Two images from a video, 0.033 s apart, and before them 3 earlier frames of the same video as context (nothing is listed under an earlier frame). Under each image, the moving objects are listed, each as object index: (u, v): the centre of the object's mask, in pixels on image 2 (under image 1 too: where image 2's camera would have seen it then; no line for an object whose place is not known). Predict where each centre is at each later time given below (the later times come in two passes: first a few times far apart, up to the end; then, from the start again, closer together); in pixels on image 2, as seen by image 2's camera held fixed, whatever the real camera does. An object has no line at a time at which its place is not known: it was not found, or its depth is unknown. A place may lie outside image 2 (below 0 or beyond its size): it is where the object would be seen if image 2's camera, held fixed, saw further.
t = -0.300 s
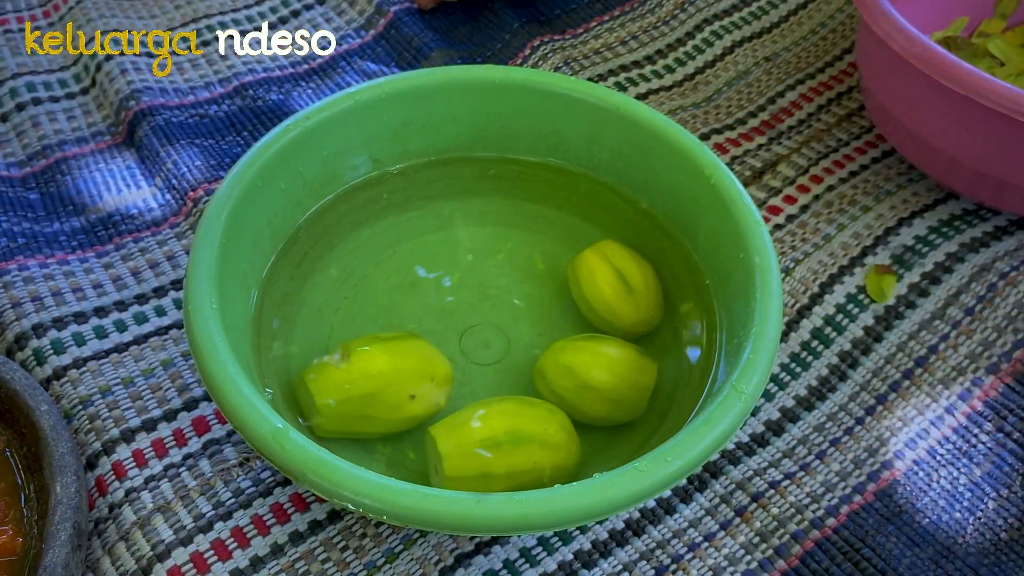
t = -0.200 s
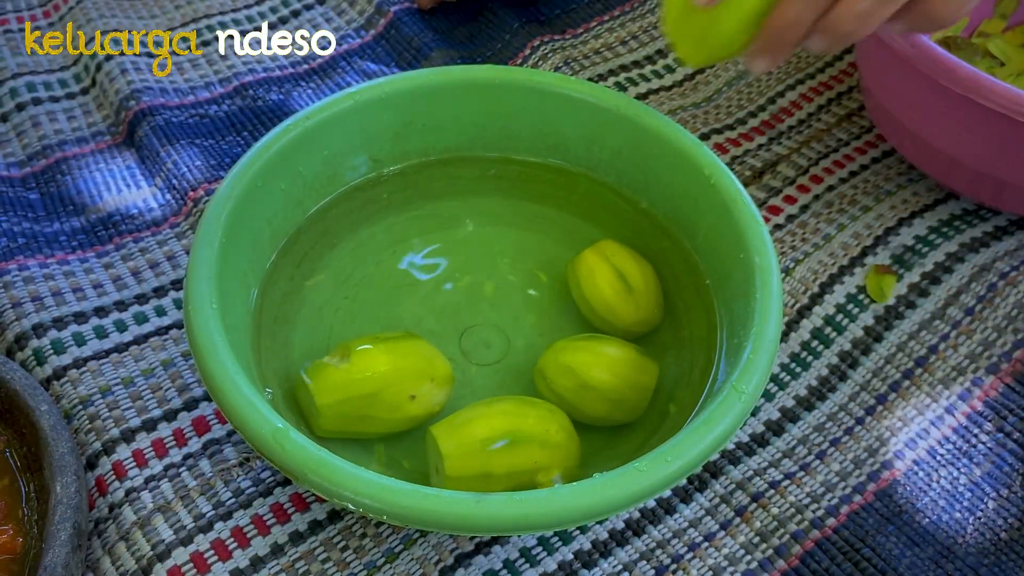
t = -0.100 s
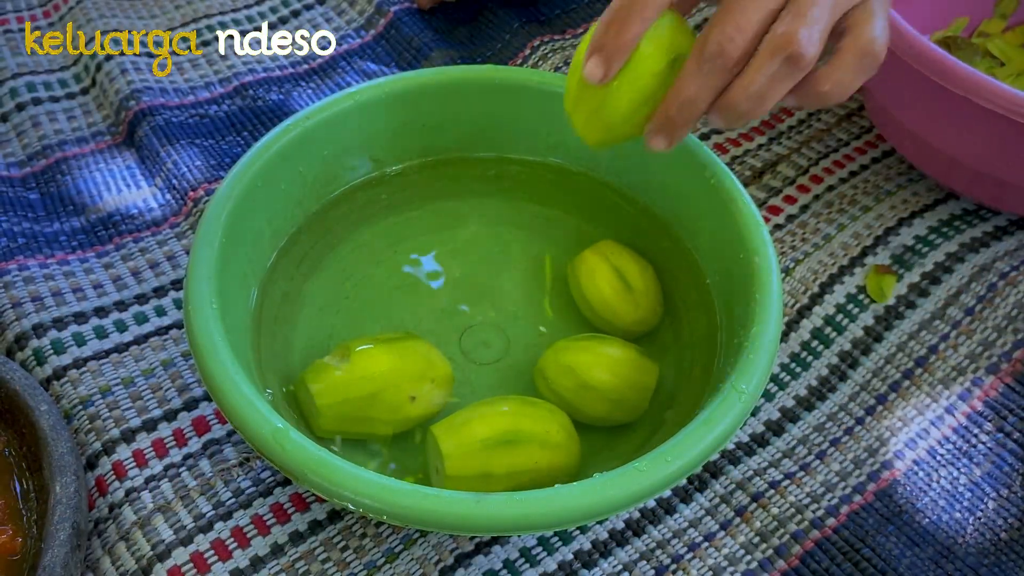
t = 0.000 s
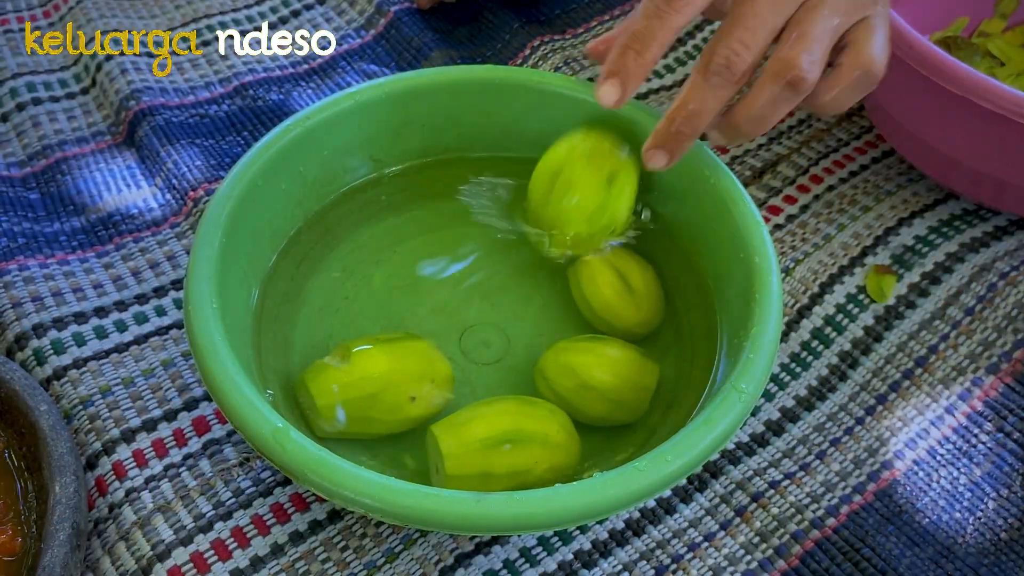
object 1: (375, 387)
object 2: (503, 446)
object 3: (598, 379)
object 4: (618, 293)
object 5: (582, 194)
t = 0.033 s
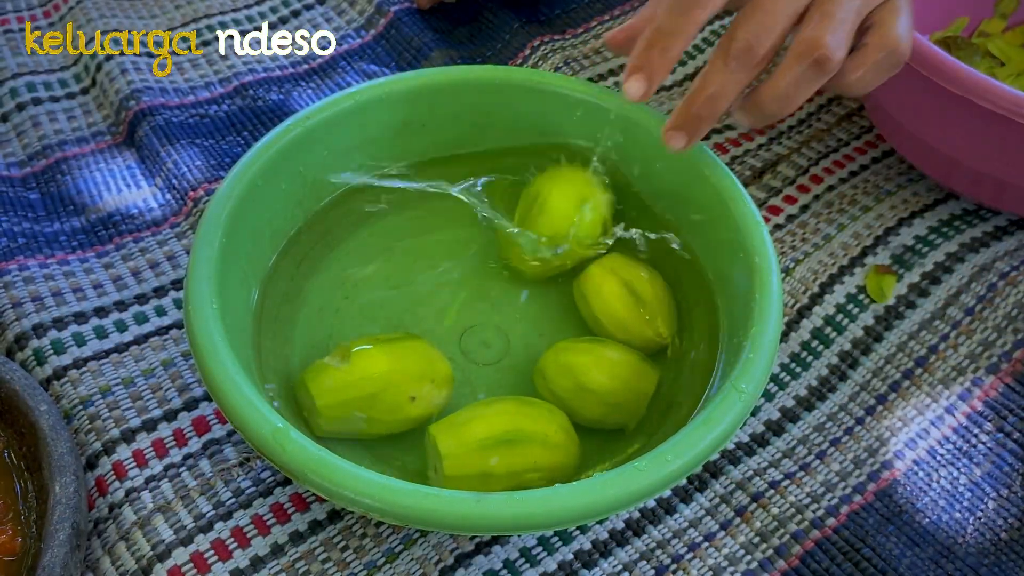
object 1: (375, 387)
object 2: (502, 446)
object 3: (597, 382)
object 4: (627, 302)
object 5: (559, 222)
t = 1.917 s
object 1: (376, 385)
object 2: (479, 446)
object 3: (593, 379)
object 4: (589, 281)
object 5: (400, 285)
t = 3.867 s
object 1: (373, 388)
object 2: (469, 446)
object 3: (602, 394)
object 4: (545, 302)
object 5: (416, 281)
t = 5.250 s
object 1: (371, 387)
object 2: (469, 446)
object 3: (604, 394)
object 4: (525, 316)
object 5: (415, 281)
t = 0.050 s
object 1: (375, 387)
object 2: (502, 447)
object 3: (596, 383)
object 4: (630, 306)
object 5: (550, 228)
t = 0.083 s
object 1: (375, 386)
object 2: (500, 446)
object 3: (595, 387)
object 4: (631, 311)
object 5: (528, 238)
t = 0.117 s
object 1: (374, 386)
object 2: (498, 447)
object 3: (595, 388)
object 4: (632, 314)
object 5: (508, 245)
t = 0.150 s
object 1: (374, 386)
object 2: (496, 447)
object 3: (595, 389)
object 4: (632, 314)
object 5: (491, 252)
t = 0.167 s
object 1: (374, 386)
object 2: (496, 447)
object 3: (596, 390)
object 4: (631, 314)
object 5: (483, 256)
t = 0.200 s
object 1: (375, 387)
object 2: (495, 447)
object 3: (598, 392)
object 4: (633, 314)
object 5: (470, 263)
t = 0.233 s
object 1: (375, 388)
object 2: (493, 446)
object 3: (599, 392)
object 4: (634, 313)
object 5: (458, 266)
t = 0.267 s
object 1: (376, 387)
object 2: (493, 446)
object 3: (600, 391)
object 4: (632, 311)
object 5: (452, 269)
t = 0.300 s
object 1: (377, 389)
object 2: (492, 446)
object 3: (601, 388)
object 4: (631, 306)
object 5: (448, 271)
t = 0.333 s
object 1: (380, 390)
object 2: (493, 446)
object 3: (603, 387)
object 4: (630, 304)
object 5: (446, 271)
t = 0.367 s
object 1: (382, 391)
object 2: (494, 446)
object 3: (605, 387)
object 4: (631, 302)
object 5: (444, 269)
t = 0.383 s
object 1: (382, 390)
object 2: (495, 446)
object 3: (605, 387)
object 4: (632, 301)
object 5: (441, 268)
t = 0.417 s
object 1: (387, 384)
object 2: (497, 446)
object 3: (606, 385)
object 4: (632, 299)
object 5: (438, 265)
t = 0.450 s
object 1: (389, 384)
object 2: (499, 445)
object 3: (607, 384)
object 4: (634, 298)
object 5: (435, 265)
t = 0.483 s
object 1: (388, 385)
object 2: (500, 444)
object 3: (608, 384)
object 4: (633, 296)
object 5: (433, 261)
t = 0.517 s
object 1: (389, 386)
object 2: (503, 443)
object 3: (610, 384)
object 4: (631, 295)
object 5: (429, 262)
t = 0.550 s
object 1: (390, 383)
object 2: (503, 442)
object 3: (610, 382)
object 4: (631, 294)
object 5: (426, 263)
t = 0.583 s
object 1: (390, 381)
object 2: (502, 443)
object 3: (608, 381)
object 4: (631, 294)
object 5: (421, 262)
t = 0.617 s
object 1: (388, 382)
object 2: (501, 444)
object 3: (607, 382)
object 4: (630, 295)
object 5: (417, 263)
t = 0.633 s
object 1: (386, 382)
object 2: (501, 445)
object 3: (606, 383)
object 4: (629, 296)
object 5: (415, 263)
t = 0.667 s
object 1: (384, 383)
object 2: (498, 445)
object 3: (604, 384)
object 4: (625, 297)
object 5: (413, 263)
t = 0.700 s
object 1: (381, 383)
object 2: (493, 446)
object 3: (602, 384)
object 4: (623, 299)
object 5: (412, 264)
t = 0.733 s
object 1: (379, 384)
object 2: (489, 447)
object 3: (599, 384)
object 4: (623, 301)
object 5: (411, 266)
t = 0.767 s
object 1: (379, 386)
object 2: (486, 446)
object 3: (596, 384)
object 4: (622, 302)
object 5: (410, 267)
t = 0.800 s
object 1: (380, 387)
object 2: (486, 447)
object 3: (594, 384)
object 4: (622, 300)
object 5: (406, 270)
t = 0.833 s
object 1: (382, 391)
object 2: (488, 447)
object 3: (593, 384)
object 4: (621, 300)
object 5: (404, 271)
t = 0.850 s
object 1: (379, 388)
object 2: (489, 447)
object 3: (593, 383)
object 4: (621, 300)
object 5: (403, 271)
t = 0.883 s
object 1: (380, 387)
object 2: (489, 447)
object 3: (594, 384)
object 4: (623, 300)
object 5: (403, 270)
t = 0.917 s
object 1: (375, 385)
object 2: (493, 448)
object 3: (594, 383)
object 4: (622, 298)
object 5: (405, 269)
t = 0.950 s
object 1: (378, 386)
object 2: (491, 446)
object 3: (594, 381)
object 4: (624, 297)
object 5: (404, 270)
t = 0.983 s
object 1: (377, 388)
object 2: (493, 446)
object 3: (594, 380)
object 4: (625, 295)
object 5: (405, 272)
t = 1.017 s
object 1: (378, 387)
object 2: (493, 446)
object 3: (596, 377)
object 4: (626, 294)
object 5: (406, 271)
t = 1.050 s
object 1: (377, 385)
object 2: (494, 447)
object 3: (597, 378)
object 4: (627, 291)
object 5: (407, 271)
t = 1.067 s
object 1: (376, 385)
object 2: (494, 447)
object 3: (596, 377)
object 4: (627, 290)
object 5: (408, 271)
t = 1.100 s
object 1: (375, 385)
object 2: (494, 445)
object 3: (595, 376)
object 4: (628, 287)
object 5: (408, 270)
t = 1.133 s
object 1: (376, 387)
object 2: (493, 445)
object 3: (595, 375)
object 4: (627, 286)
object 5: (407, 271)
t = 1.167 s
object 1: (378, 388)
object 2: (492, 445)
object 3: (595, 376)
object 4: (628, 286)
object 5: (407, 271)
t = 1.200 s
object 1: (378, 389)
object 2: (490, 445)
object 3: (595, 377)
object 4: (627, 285)
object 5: (407, 273)
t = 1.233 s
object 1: (377, 388)
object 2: (488, 446)
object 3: (591, 377)
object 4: (624, 288)
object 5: (406, 274)
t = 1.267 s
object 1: (376, 388)
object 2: (487, 447)
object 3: (590, 376)
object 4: (622, 288)
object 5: (404, 274)
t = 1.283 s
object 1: (375, 388)
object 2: (487, 447)
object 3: (589, 377)
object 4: (621, 289)
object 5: (403, 274)
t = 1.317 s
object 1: (374, 390)
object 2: (487, 448)
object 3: (589, 377)
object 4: (620, 292)
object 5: (402, 274)
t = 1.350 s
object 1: (374, 392)
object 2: (489, 447)
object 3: (589, 378)
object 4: (620, 295)
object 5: (400, 276)
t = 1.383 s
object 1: (375, 390)
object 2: (488, 448)
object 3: (589, 381)
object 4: (617, 296)
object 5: (398, 277)
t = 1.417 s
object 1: (374, 390)
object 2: (487, 448)
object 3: (589, 383)
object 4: (615, 294)
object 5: (398, 278)
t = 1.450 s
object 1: (374, 389)
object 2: (485, 448)
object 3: (589, 381)
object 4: (614, 293)
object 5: (396, 279)
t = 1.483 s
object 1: (375, 389)
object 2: (484, 448)
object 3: (590, 380)
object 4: (613, 293)
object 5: (395, 280)
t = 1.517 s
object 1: (378, 387)
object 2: (484, 448)
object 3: (591, 380)
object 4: (613, 293)
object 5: (396, 280)
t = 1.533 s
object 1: (378, 386)
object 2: (483, 447)
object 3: (591, 380)
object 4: (611, 292)
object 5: (395, 281)
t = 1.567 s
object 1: (379, 386)
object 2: (484, 447)
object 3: (590, 380)
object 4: (609, 291)
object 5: (397, 281)
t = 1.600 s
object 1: (380, 385)
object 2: (484, 447)
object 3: (591, 380)
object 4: (606, 286)
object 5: (399, 282)
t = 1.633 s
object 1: (381, 384)
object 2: (484, 447)
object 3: (591, 378)
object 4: (605, 284)
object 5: (400, 282)
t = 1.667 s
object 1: (381, 384)
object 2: (484, 446)
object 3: (593, 377)
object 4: (603, 283)
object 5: (402, 282)
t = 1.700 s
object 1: (381, 384)
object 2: (485, 446)
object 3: (593, 377)
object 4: (601, 283)
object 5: (403, 282)
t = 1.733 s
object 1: (380, 385)
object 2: (485, 446)
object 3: (593, 376)
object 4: (598, 282)
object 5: (404, 283)
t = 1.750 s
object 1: (381, 385)
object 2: (484, 445)
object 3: (593, 376)
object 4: (597, 281)
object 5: (405, 283)
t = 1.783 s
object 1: (380, 384)
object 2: (484, 446)
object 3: (594, 378)
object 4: (596, 280)
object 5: (404, 284)
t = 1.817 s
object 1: (379, 383)
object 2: (482, 446)
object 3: (592, 376)
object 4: (594, 280)
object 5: (402, 285)
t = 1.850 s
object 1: (378, 383)
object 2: (481, 446)
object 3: (593, 377)
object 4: (593, 280)
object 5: (401, 285)
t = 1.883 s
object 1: (377, 384)
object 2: (480, 446)
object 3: (593, 378)
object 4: (592, 281)
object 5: (400, 285)
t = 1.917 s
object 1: (376, 385)
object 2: (479, 446)
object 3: (593, 379)
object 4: (589, 281)
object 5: (400, 285)
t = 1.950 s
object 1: (374, 386)
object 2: (478, 446)
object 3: (592, 380)
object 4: (588, 282)
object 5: (400, 286)
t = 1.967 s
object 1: (373, 387)
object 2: (477, 445)
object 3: (592, 380)
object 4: (587, 282)
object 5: (400, 286)
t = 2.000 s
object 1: (373, 389)
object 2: (477, 445)
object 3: (591, 381)
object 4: (586, 281)
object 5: (399, 287)
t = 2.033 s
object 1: (372, 391)
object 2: (477, 444)
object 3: (591, 381)
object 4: (586, 281)
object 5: (401, 288)
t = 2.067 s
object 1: (373, 390)
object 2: (476, 445)
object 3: (590, 381)
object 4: (585, 281)
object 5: (399, 283)
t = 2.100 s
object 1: (374, 391)
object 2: (475, 445)
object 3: (591, 382)
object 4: (582, 280)
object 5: (402, 287)
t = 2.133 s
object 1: (375, 391)
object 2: (476, 445)
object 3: (592, 383)
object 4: (581, 280)
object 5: (402, 288)
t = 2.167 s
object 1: (377, 390)
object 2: (477, 444)
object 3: (593, 383)
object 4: (581, 281)
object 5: (404, 287)
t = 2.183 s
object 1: (378, 389)
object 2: (478, 443)
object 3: (593, 383)
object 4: (581, 281)
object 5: (403, 286)
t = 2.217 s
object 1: (380, 389)
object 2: (476, 443)
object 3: (594, 382)
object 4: (581, 281)
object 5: (403, 285)
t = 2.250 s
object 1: (379, 389)
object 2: (477, 444)
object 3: (595, 382)
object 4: (580, 280)
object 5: (404, 286)
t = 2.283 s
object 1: (380, 390)
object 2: (476, 444)
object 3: (596, 382)
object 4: (580, 280)
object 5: (405, 284)
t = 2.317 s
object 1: (380, 389)
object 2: (475, 444)
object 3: (596, 383)
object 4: (580, 280)
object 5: (405, 284)
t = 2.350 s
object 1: (379, 389)
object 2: (474, 445)
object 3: (597, 383)
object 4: (579, 281)
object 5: (404, 283)
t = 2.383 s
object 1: (379, 389)
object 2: (475, 444)
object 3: (597, 383)
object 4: (578, 281)
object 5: (405, 283)
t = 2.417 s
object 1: (379, 388)
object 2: (475, 444)
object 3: (601, 386)
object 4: (576, 281)
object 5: (406, 283)
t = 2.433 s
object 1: (378, 388)
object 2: (475, 444)
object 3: (600, 387)
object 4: (576, 282)
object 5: (406, 283)
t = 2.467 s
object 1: (377, 388)
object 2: (474, 444)
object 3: (598, 384)
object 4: (575, 282)
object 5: (407, 283)
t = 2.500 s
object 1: (376, 390)
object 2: (473, 445)
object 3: (598, 385)
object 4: (574, 283)
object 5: (407, 283)
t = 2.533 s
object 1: (375, 390)
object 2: (472, 445)
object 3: (597, 386)
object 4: (573, 286)
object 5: (407, 282)
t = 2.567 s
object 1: (375, 391)
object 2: (472, 445)
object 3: (597, 387)
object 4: (571, 287)
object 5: (407, 282)
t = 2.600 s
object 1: (375, 392)
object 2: (472, 446)
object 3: (599, 388)
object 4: (570, 288)
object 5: (407, 282)
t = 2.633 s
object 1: (374, 392)
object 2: (474, 446)
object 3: (599, 389)
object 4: (569, 289)
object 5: (406, 282)
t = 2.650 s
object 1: (374, 392)
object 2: (475, 446)
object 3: (599, 389)
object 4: (568, 289)
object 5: (405, 281)
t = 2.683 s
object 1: (374, 391)
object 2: (475, 446)
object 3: (600, 389)
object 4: (567, 291)
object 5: (406, 281)
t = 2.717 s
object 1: (374, 389)
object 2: (475, 446)
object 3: (601, 390)
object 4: (567, 292)
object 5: (407, 280)
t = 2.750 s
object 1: (373, 391)
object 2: (475, 445)
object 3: (602, 390)
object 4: (566, 292)
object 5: (407, 282)
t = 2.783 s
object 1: (373, 391)
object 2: (474, 447)
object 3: (603, 390)
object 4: (566, 292)
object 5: (407, 282)
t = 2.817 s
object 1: (374, 391)
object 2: (475, 447)
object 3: (604, 392)
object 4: (566, 292)
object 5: (408, 281)
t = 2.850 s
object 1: (375, 390)
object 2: (475, 447)
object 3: (604, 390)
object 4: (565, 293)
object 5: (409, 280)
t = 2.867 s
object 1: (375, 390)
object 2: (476, 447)
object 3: (604, 391)
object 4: (565, 293)
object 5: (410, 280)
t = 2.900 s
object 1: (375, 389)
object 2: (477, 448)
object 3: (604, 391)
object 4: (565, 293)
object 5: (411, 280)
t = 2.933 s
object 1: (376, 389)
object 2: (476, 448)
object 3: (605, 391)
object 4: (564, 293)
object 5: (412, 280)
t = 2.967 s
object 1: (377, 389)
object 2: (476, 448)
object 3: (605, 387)
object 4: (564, 293)
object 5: (413, 280)
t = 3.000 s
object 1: (377, 390)
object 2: (477, 448)
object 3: (603, 388)
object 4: (563, 293)
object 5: (412, 279)
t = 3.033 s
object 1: (377, 390)
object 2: (477, 448)
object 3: (605, 393)
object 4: (562, 293)
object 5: (412, 279)
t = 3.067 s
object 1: (377, 390)
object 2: (477, 448)
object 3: (604, 392)
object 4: (561, 293)
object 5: (411, 278)
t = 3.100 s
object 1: (375, 391)
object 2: (478, 448)
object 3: (603, 391)
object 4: (561, 294)
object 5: (411, 280)
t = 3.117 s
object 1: (375, 391)
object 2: (477, 448)
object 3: (603, 391)
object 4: (561, 294)
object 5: (411, 280)
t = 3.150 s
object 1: (375, 391)
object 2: (477, 447)
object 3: (603, 391)
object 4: (560, 295)
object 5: (411, 280)
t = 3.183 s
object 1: (374, 391)
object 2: (478, 448)
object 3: (603, 392)
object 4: (559, 296)
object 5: (410, 279)
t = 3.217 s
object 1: (374, 391)
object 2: (475, 448)
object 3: (602, 392)
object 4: (558, 296)
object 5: (410, 280)
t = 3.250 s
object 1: (373, 391)
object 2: (475, 448)
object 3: (602, 394)
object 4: (558, 296)
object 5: (410, 280)
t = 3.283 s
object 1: (374, 391)
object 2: (474, 448)
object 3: (601, 393)
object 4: (557, 297)
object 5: (409, 280)
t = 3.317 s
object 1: (374, 392)
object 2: (474, 448)
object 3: (601, 394)
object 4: (556, 297)
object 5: (410, 280)
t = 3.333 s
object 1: (374, 392)
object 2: (474, 448)
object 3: (601, 394)
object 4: (556, 297)
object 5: (410, 280)
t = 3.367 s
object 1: (374, 391)
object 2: (475, 448)
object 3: (601, 394)
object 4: (556, 297)
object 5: (410, 281)
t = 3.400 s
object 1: (374, 391)
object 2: (474, 447)
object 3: (601, 394)
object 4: (555, 297)
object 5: (411, 281)
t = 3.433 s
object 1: (376, 390)
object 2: (475, 447)
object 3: (602, 394)
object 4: (555, 297)
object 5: (412, 281)
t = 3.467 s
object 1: (376, 391)
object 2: (475, 447)
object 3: (602, 394)
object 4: (554, 297)
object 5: (412, 281)
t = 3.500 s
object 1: (376, 391)
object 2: (474, 447)
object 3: (602, 393)
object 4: (554, 298)
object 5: (413, 281)
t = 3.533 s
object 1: (376, 391)
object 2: (473, 447)
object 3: (602, 393)
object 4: (553, 298)
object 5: (413, 280)
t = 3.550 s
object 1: (376, 390)
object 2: (473, 447)
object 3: (602, 393)
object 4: (553, 298)
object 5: (414, 280)
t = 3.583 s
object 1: (376, 389)
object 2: (473, 446)
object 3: (603, 393)
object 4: (552, 298)
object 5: (414, 280)
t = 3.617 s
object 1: (375, 388)
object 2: (472, 446)
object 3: (603, 393)
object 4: (552, 298)
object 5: (414, 280)
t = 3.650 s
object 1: (375, 388)
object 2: (472, 446)
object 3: (604, 393)
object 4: (551, 298)
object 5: (415, 280)
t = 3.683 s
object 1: (375, 388)
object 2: (471, 446)
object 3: (604, 394)
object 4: (550, 299)
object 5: (415, 280)
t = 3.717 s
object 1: (374, 387)
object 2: (470, 446)
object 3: (603, 394)
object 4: (550, 300)
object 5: (415, 280)
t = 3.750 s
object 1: (373, 388)
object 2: (470, 446)
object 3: (603, 395)
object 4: (548, 300)
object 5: (415, 280)
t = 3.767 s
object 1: (374, 387)
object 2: (469, 447)
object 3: (603, 394)
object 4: (548, 301)
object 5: (415, 280)
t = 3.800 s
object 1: (373, 387)
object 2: (469, 447)
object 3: (603, 393)
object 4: (547, 301)
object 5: (415, 281)
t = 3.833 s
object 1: (373, 387)
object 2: (469, 446)
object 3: (602, 394)
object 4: (546, 301)
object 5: (416, 280)
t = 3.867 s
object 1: (373, 388)
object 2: (469, 446)
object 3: (602, 394)
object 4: (545, 302)
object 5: (416, 281)
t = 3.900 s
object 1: (373, 388)
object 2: (467, 445)
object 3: (602, 395)
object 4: (544, 303)
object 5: (417, 281)
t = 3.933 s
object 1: (372, 387)
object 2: (468, 446)
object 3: (602, 400)
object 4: (543, 303)
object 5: (417, 281)
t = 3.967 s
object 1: (372, 388)
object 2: (469, 446)
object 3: (603, 397)
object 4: (542, 303)
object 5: (417, 282)
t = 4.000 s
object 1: (371, 388)
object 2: (469, 446)
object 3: (602, 394)
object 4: (542, 303)
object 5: (417, 282)
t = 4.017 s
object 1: (371, 387)
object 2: (469, 446)
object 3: (603, 394)
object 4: (542, 304)
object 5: (416, 282)
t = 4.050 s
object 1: (370, 387)
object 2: (469, 445)
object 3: (603, 394)
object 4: (541, 304)
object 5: (417, 282)
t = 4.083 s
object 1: (371, 387)
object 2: (470, 445)
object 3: (603, 394)
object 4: (541, 304)
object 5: (417, 281)
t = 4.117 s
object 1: (370, 387)
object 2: (470, 445)
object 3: (604, 394)
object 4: (540, 305)
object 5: (418, 282)
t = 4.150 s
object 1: (370, 387)
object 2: (469, 445)
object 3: (604, 394)
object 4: (540, 305)
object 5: (418, 282)
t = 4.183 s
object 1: (370, 387)
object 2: (470, 445)
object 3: (604, 394)
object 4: (539, 304)
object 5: (418, 283)
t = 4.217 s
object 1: (370, 387)
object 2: (469, 445)
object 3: (604, 393)
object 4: (539, 305)
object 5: (418, 282)
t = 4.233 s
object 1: (370, 387)
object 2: (470, 445)
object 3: (605, 393)
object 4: (538, 305)
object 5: (418, 282)
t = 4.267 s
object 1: (371, 387)
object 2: (470, 445)
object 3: (605, 394)
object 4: (538, 305)
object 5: (418, 283)
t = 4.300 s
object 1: (371, 388)
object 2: (470, 445)
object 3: (605, 394)
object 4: (538, 306)
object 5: (418, 283)
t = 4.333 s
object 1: (370, 388)
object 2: (470, 445)
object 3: (605, 393)
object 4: (537, 306)
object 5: (417, 283)
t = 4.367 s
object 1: (370, 388)
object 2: (469, 445)
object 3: (605, 394)
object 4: (537, 307)
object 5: (417, 283)
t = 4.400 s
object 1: (371, 388)
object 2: (469, 445)
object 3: (605, 394)
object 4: (536, 308)
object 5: (416, 283)
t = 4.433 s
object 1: (371, 388)
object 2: (470, 445)
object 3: (604, 394)
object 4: (535, 308)
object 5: (415, 283)
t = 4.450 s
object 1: (371, 388)
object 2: (469, 445)
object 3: (604, 394)
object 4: (535, 309)
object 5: (415, 283)
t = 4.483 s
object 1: (371, 388)
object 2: (470, 446)
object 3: (604, 396)
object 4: (535, 309)
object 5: (415, 283)
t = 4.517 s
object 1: (371, 388)
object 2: (469, 446)
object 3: (604, 395)
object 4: (534, 310)
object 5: (414, 282)
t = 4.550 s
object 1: (371, 388)
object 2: (471, 446)
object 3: (604, 395)
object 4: (533, 310)
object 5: (414, 282)
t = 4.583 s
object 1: (371, 388)
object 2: (470, 446)
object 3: (604, 395)
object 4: (533, 311)
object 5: (414, 282)
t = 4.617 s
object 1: (371, 388)
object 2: (469, 446)
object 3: (604, 395)
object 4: (532, 311)
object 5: (415, 283)
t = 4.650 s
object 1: (371, 388)
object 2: (469, 446)
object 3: (604, 395)
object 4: (531, 311)
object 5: (415, 282)
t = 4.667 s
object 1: (371, 388)
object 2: (470, 446)
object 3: (605, 395)
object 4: (531, 312)
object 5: (416, 279)
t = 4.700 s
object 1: (371, 388)
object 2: (470, 446)
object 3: (604, 394)
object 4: (530, 312)
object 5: (416, 281)
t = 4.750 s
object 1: (372, 388)
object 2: (469, 445)
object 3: (605, 395)
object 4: (530, 313)
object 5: (416, 281)
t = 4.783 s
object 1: (371, 388)
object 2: (469, 446)
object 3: (604, 394)
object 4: (530, 313)
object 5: (417, 281)
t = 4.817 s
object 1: (371, 388)
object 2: (470, 445)
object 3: (604, 395)
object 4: (529, 313)
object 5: (417, 281)
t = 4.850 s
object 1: (372, 387)
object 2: (469, 445)
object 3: (604, 395)
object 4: (529, 314)
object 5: (417, 280)
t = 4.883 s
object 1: (372, 387)
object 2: (470, 446)
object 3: (604, 395)
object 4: (528, 314)
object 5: (417, 280)
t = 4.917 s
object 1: (371, 387)
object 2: (469, 445)
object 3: (607, 395)
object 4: (528, 314)
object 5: (416, 280)
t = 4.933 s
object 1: (371, 387)
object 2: (469, 445)
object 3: (604, 395)
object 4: (528, 314)
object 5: (416, 281)
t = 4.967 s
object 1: (371, 387)
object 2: (469, 445)
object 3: (604, 393)
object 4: (527, 315)
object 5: (417, 281)
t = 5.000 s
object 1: (371, 386)
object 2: (469, 445)
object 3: (604, 394)
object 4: (527, 315)
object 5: (417, 280)
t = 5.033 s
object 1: (370, 387)
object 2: (469, 445)
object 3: (604, 395)
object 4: (527, 315)
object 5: (416, 280)
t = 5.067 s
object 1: (370, 387)
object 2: (469, 445)
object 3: (604, 395)
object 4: (527, 315)
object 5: (416, 280)
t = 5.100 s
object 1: (370, 387)
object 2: (469, 445)
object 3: (604, 395)
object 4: (526, 315)
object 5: (415, 280)
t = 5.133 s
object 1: (370, 387)
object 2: (469, 446)
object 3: (604, 395)
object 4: (526, 316)
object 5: (415, 281)
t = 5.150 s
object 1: (370, 387)
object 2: (469, 446)
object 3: (604, 395)
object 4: (525, 316)
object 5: (415, 281)
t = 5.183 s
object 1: (371, 387)
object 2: (469, 446)
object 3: (605, 396)
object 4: (525, 316)
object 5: (415, 281)
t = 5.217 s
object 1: (371, 388)
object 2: (470, 446)
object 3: (603, 395)
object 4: (525, 316)
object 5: (415, 281)
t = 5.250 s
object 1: (371, 387)
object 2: (469, 446)
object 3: (604, 394)
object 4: (525, 316)
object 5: (415, 281)
